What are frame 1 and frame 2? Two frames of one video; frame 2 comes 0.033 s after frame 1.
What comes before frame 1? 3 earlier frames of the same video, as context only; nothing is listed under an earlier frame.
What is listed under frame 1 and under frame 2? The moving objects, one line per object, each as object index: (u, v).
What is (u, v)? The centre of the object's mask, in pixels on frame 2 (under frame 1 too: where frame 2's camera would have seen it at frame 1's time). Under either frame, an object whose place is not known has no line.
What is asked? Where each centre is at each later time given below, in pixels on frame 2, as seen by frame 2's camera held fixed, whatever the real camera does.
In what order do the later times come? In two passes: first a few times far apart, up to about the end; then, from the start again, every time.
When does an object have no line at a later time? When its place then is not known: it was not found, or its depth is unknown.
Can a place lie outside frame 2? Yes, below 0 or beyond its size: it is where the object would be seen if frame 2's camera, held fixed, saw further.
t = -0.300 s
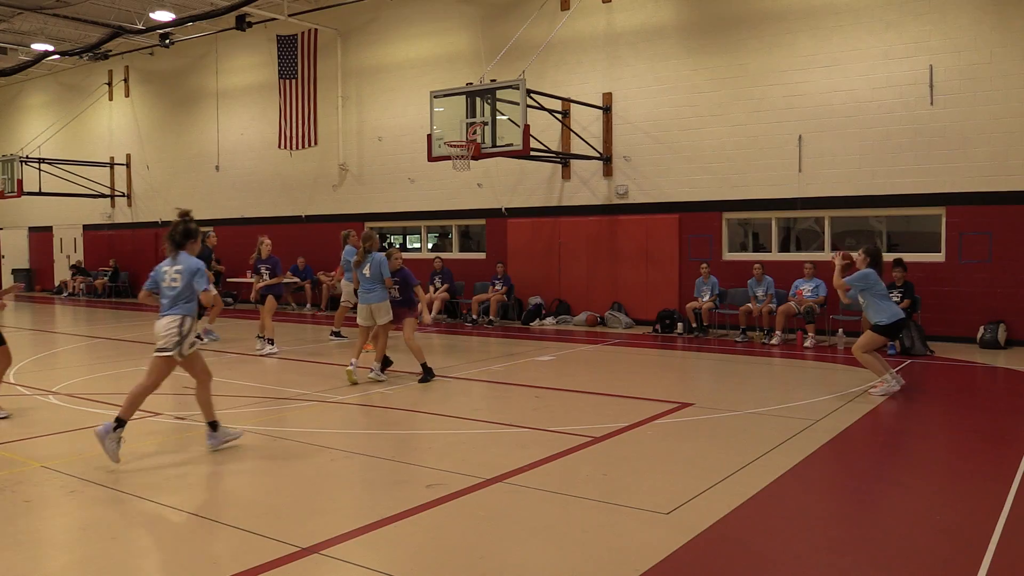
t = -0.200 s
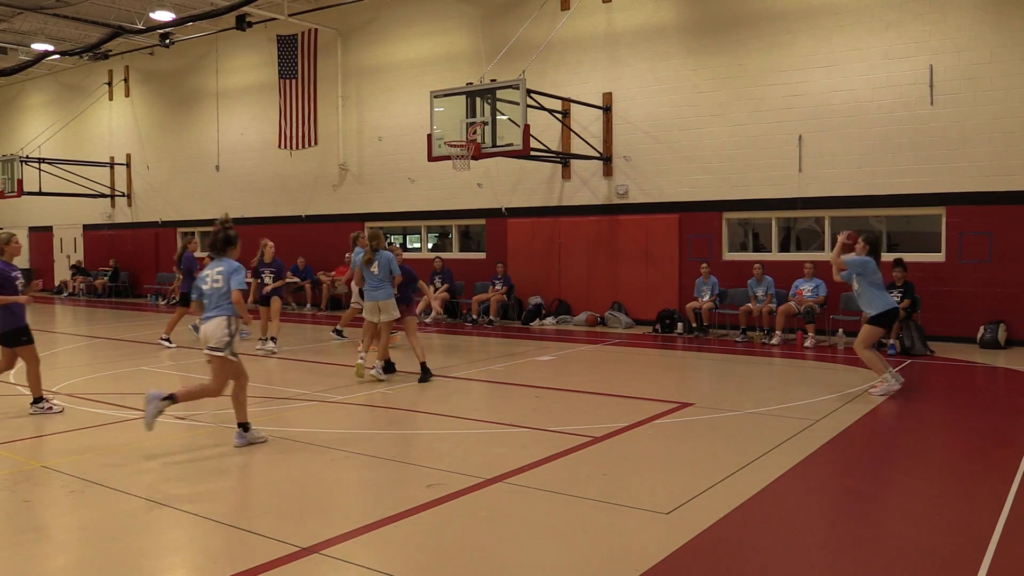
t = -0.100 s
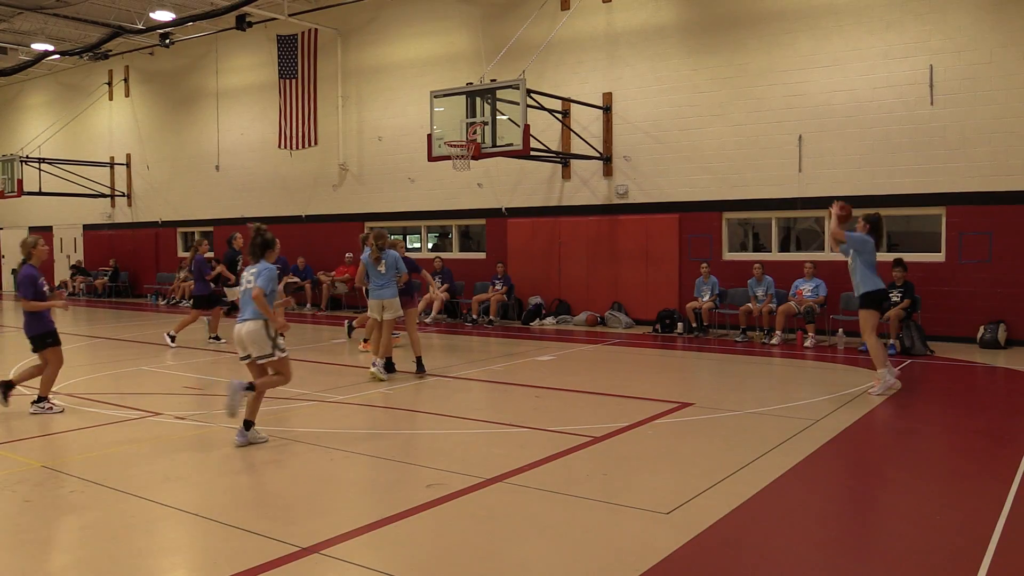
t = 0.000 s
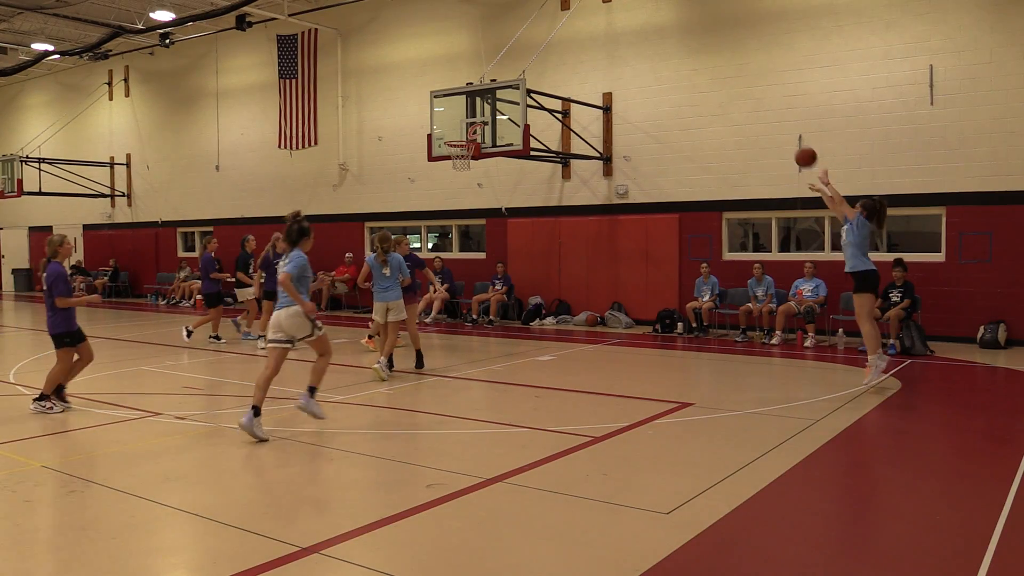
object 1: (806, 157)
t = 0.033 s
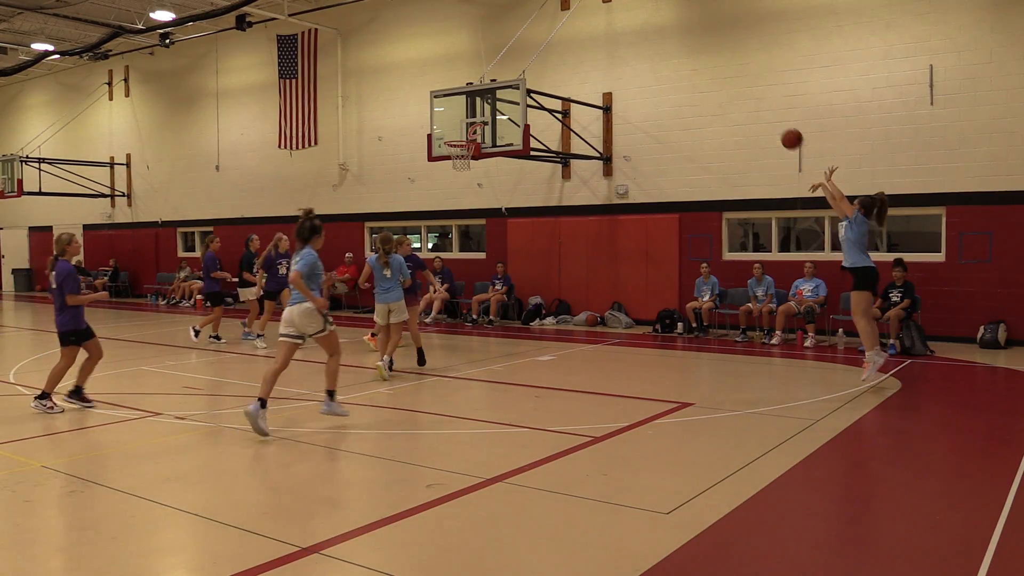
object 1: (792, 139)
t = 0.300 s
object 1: (690, 39)
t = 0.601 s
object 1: (598, 9)
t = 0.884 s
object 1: (527, 44)
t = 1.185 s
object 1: (464, 131)
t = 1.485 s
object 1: (427, 94)
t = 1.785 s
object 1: (386, 101)
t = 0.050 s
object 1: (785, 130)
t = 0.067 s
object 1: (778, 121)
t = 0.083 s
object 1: (771, 113)
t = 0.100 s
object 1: (764, 106)
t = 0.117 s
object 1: (758, 99)
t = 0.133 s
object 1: (751, 92)
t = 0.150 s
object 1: (745, 85)
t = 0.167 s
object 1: (738, 79)
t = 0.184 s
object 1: (732, 73)
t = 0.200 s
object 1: (726, 67)
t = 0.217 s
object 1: (720, 62)
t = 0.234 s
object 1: (714, 57)
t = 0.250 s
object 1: (708, 52)
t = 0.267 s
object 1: (702, 47)
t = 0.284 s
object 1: (696, 43)
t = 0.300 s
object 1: (690, 39)
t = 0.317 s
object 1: (685, 35)
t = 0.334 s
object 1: (679, 32)
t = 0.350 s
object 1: (674, 29)
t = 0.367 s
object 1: (668, 26)
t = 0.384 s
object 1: (663, 23)
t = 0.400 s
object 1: (658, 21)
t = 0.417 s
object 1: (652, 18)
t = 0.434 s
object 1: (647, 16)
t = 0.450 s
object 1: (642, 15)
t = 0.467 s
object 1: (637, 13)
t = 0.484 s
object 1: (632, 12)
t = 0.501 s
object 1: (627, 11)
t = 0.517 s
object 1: (622, 10)
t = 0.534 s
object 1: (617, 10)
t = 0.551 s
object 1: (613, 9)
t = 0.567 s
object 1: (608, 9)
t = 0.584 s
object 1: (603, 9)
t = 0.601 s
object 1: (598, 9)
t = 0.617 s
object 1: (594, 10)
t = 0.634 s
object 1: (589, 11)
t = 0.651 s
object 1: (585, 11)
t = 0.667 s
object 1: (581, 13)
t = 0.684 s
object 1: (576, 14)
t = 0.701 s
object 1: (572, 15)
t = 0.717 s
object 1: (568, 17)
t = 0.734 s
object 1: (563, 19)
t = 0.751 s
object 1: (559, 21)
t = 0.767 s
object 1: (555, 23)
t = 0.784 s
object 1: (551, 25)
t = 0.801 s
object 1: (547, 28)
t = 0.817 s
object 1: (543, 31)
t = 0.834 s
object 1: (539, 34)
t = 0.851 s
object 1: (535, 37)
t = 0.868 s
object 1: (531, 40)
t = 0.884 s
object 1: (527, 44)
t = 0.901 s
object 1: (524, 47)
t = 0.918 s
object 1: (520, 51)
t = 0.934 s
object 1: (516, 55)
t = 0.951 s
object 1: (512, 59)
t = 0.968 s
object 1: (509, 63)
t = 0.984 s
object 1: (505, 68)
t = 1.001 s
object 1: (502, 72)
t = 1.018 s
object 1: (498, 77)
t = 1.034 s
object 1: (495, 82)
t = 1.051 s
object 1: (490, 87)
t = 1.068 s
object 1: (487, 92)
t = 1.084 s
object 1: (486, 96)
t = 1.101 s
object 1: (481, 102)
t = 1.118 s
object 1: (477, 109)
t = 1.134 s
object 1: (474, 113)
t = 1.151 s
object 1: (471, 119)
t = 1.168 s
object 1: (467, 125)
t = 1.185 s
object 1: (464, 131)
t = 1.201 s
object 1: (461, 136)
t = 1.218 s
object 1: (460, 137)
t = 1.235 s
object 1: (457, 134)
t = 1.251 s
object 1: (455, 130)
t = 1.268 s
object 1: (454, 127)
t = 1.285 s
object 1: (452, 124)
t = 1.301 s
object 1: (450, 120)
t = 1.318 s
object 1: (448, 117)
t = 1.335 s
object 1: (446, 114)
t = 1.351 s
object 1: (444, 111)
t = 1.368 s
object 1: (442, 109)
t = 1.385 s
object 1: (440, 106)
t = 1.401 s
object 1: (438, 104)
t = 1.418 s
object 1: (436, 101)
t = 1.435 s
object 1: (434, 99)
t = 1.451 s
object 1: (431, 97)
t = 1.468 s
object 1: (430, 96)
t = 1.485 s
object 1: (427, 94)
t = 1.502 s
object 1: (425, 93)
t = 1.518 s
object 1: (423, 92)
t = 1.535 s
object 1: (421, 91)
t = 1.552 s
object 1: (419, 90)
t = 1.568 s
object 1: (416, 89)
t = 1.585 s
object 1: (414, 89)
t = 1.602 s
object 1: (412, 89)
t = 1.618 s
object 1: (410, 89)
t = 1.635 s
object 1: (407, 89)
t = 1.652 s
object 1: (405, 89)
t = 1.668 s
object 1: (403, 90)
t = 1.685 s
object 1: (400, 91)
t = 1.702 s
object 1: (398, 92)
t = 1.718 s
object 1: (396, 93)
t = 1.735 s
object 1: (393, 95)
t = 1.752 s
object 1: (391, 96)
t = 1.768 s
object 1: (388, 98)
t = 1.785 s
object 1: (386, 101)
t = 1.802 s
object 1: (383, 103)
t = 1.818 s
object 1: (380, 106)
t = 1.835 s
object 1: (378, 109)
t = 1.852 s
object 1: (375, 112)
